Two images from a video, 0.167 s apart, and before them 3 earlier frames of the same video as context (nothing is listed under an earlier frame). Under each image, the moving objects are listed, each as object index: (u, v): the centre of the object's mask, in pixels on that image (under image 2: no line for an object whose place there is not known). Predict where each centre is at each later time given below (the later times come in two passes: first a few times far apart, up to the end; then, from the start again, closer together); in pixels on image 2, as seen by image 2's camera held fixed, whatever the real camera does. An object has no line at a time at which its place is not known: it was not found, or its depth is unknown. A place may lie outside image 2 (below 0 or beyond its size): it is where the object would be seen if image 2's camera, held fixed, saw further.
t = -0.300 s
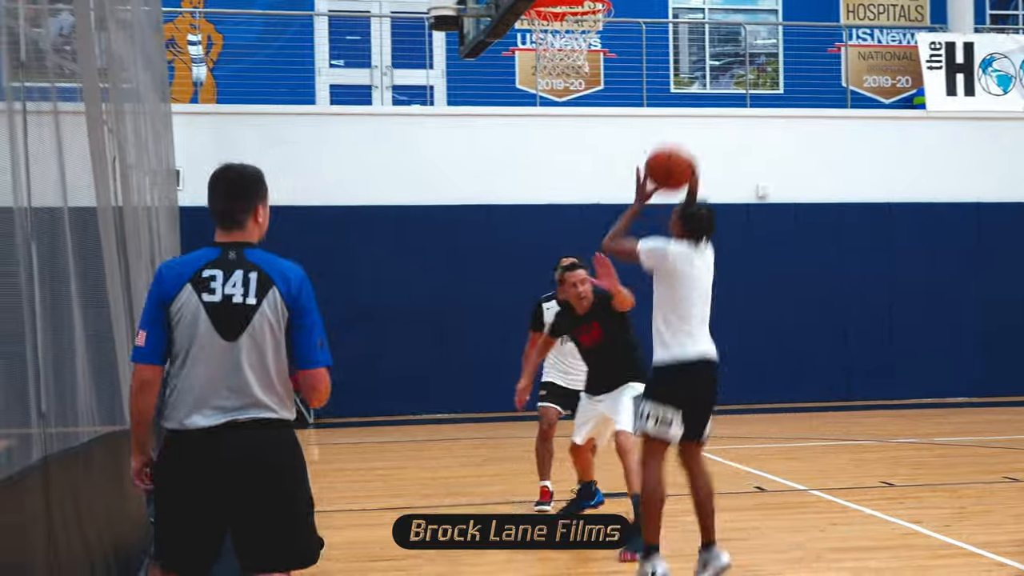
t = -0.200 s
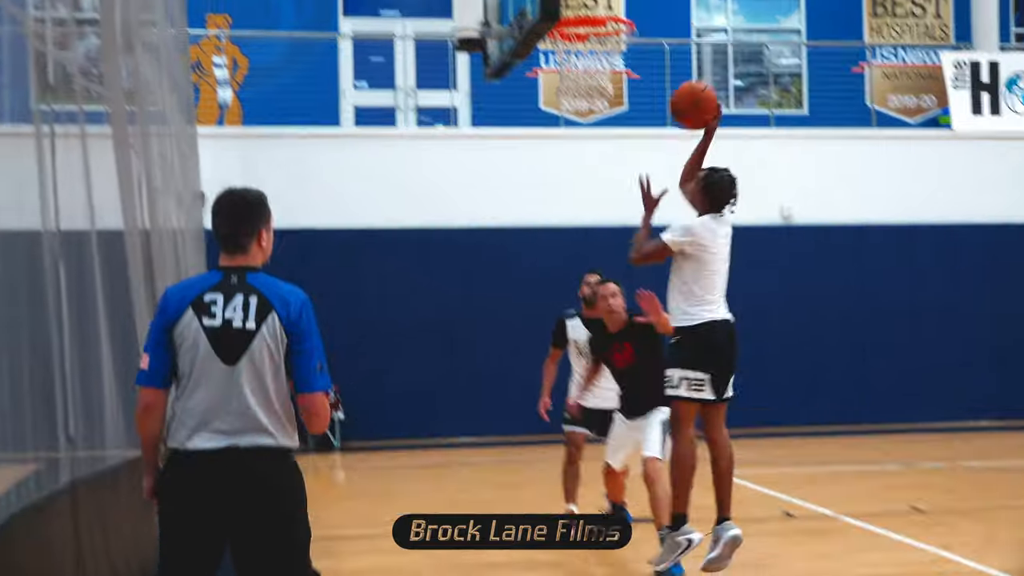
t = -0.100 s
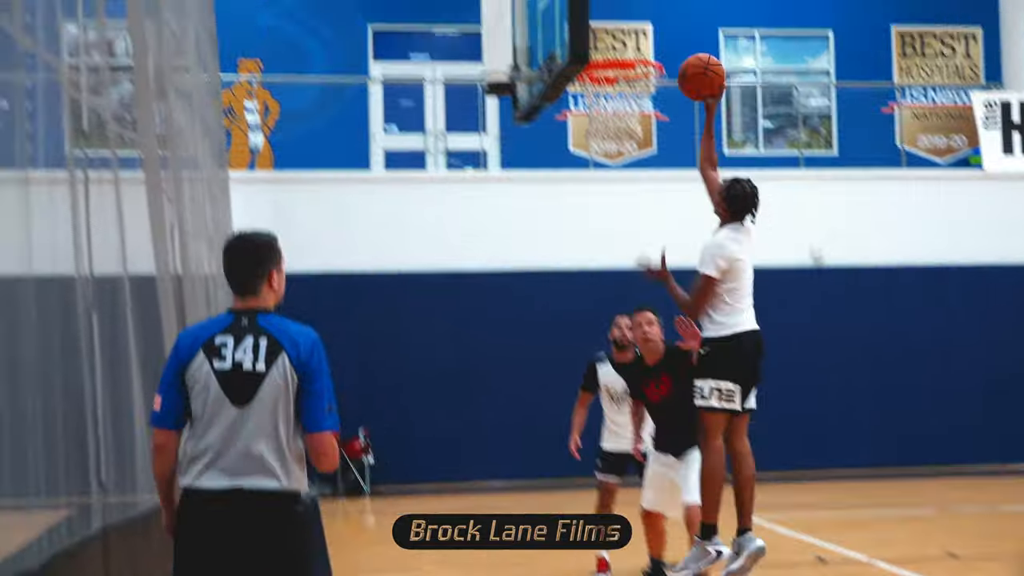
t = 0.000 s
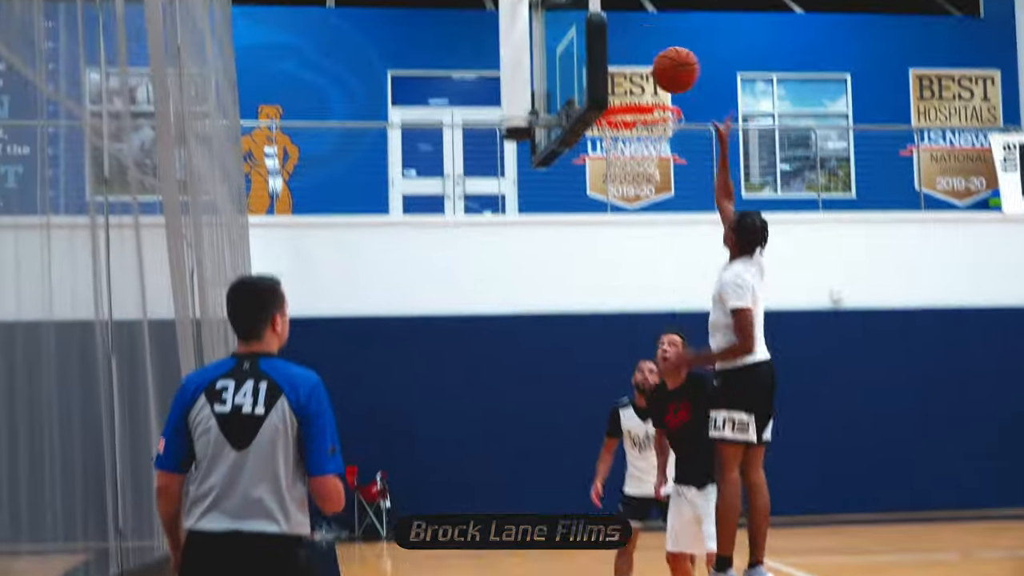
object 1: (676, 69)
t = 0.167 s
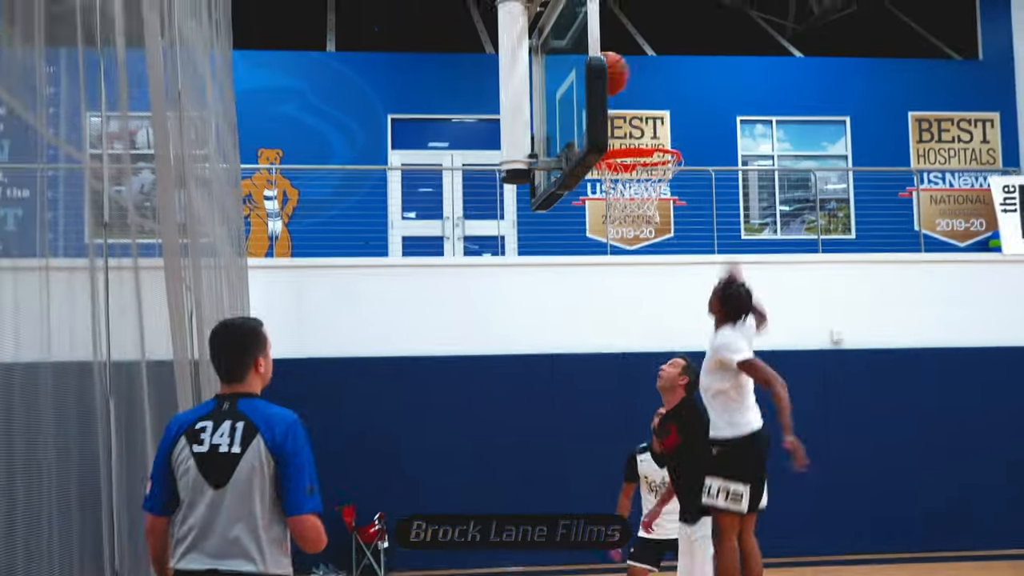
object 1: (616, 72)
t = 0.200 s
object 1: (613, 73)
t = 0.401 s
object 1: (644, 122)
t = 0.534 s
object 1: (644, 162)
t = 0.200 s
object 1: (613, 73)
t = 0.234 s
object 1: (616, 77)
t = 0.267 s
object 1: (620, 83)
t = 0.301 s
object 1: (623, 90)
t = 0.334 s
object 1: (630, 98)
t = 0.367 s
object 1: (637, 109)
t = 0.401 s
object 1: (644, 122)
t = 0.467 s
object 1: (653, 141)
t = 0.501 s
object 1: (649, 152)
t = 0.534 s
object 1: (644, 162)
